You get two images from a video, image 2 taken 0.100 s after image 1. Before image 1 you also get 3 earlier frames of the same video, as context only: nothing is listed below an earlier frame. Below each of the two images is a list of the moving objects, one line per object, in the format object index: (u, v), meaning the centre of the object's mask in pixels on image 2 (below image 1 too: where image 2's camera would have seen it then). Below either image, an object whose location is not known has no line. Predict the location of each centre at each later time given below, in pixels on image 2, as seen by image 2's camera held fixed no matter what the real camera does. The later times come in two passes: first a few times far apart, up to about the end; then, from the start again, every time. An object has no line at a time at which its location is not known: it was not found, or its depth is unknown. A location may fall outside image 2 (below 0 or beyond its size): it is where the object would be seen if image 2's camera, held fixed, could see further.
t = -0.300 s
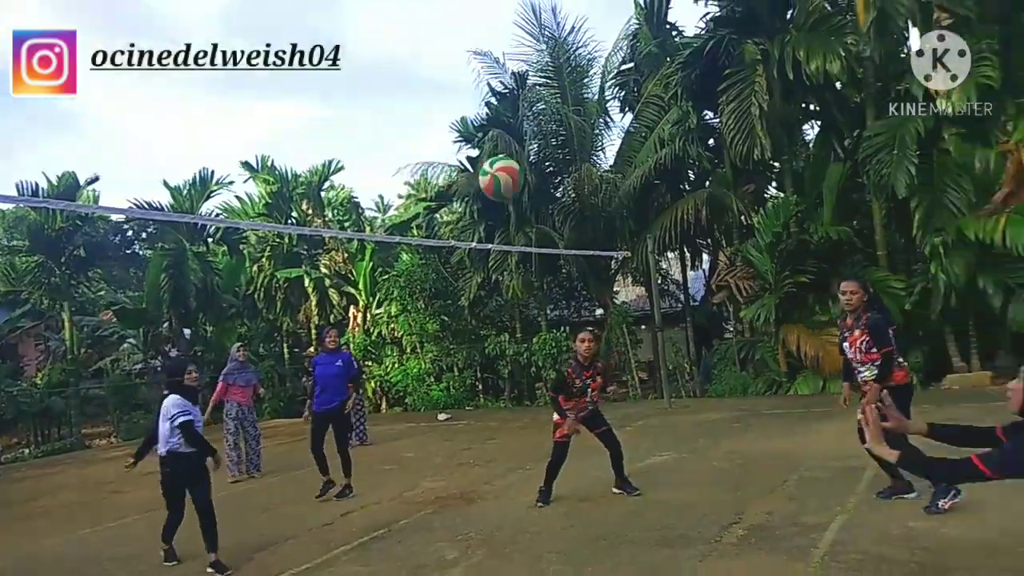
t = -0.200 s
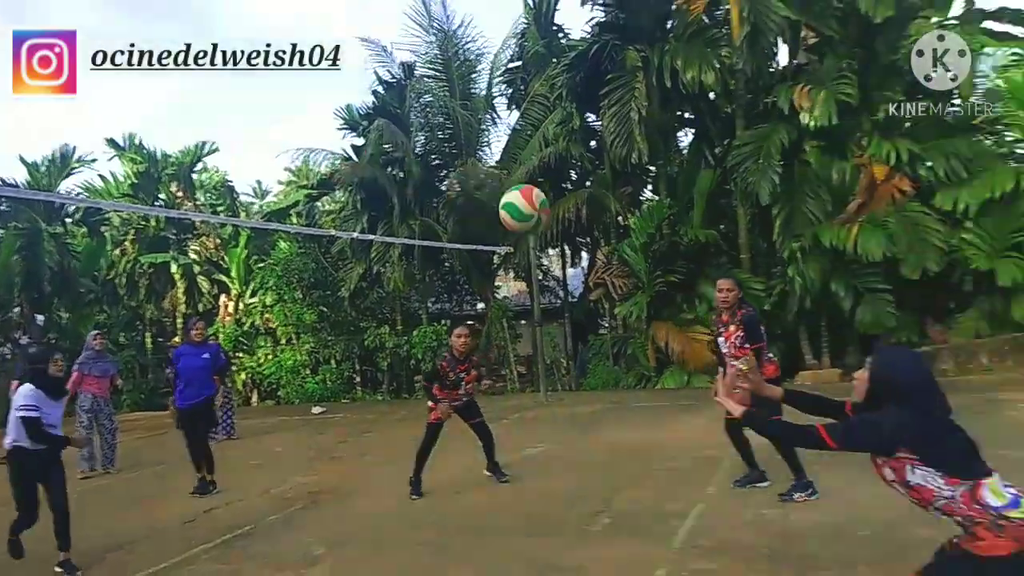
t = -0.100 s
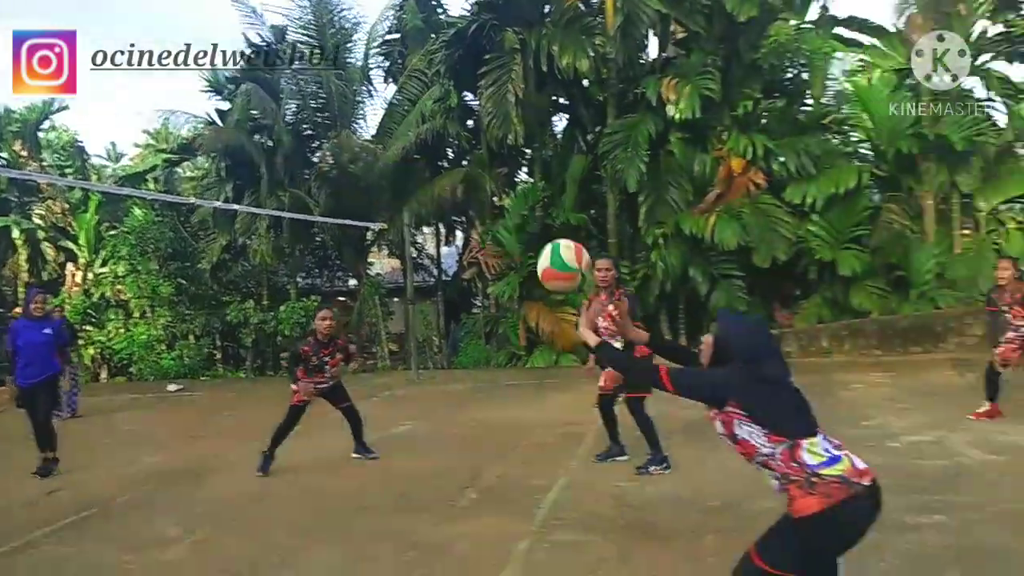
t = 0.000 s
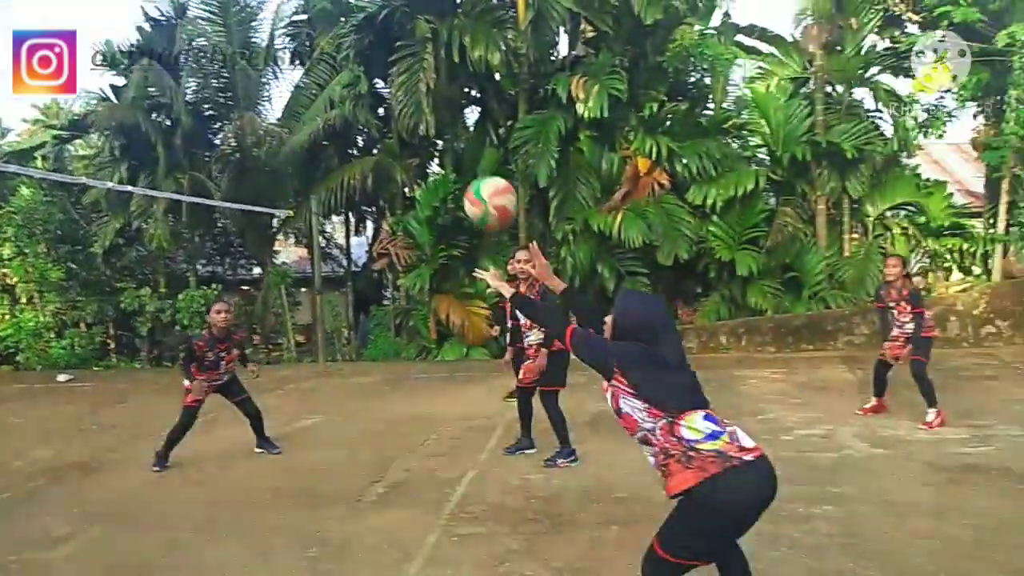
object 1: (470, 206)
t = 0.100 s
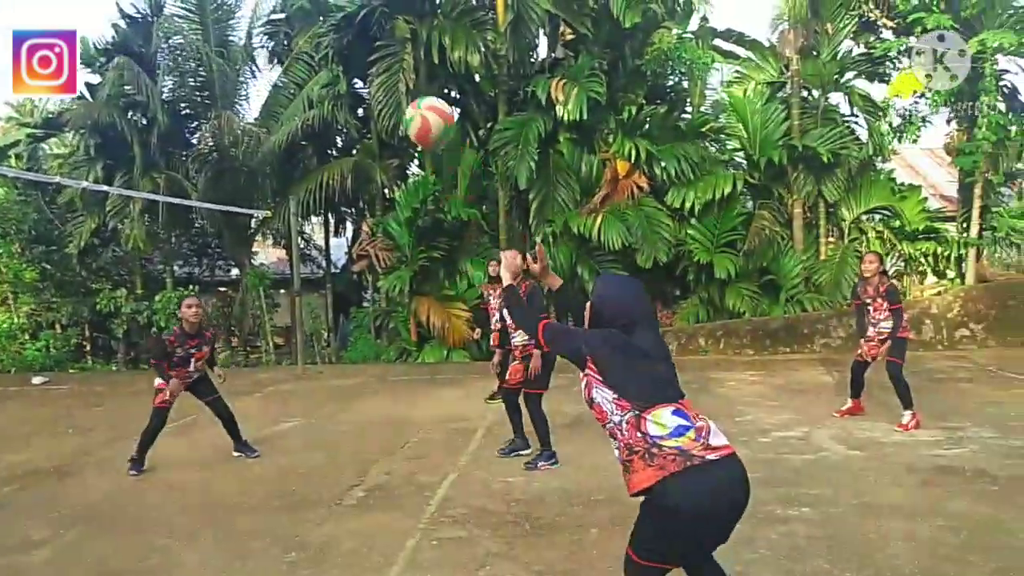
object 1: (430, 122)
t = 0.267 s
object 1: (373, 50)
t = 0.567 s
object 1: (306, 83)
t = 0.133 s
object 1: (418, 101)
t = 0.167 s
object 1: (406, 84)
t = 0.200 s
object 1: (394, 69)
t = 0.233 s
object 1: (383, 58)
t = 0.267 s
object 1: (373, 50)
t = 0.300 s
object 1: (363, 44)
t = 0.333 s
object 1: (355, 43)
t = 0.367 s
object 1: (347, 43)
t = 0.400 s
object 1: (340, 44)
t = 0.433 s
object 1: (333, 48)
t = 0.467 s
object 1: (325, 54)
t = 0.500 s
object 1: (318, 62)
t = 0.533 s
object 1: (312, 72)
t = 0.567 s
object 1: (306, 83)
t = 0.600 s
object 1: (300, 94)
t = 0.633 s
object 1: (295, 109)
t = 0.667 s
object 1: (290, 124)
